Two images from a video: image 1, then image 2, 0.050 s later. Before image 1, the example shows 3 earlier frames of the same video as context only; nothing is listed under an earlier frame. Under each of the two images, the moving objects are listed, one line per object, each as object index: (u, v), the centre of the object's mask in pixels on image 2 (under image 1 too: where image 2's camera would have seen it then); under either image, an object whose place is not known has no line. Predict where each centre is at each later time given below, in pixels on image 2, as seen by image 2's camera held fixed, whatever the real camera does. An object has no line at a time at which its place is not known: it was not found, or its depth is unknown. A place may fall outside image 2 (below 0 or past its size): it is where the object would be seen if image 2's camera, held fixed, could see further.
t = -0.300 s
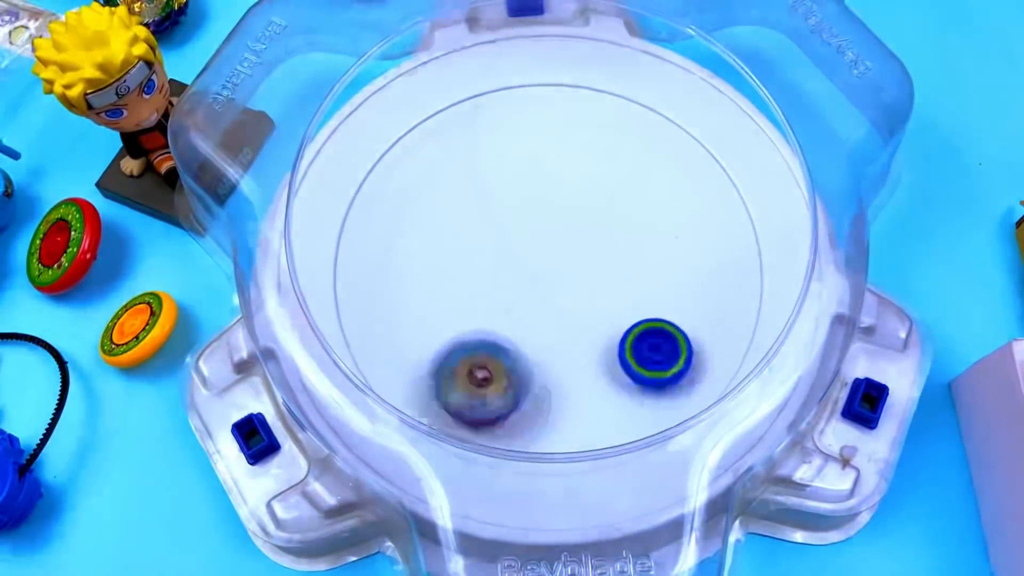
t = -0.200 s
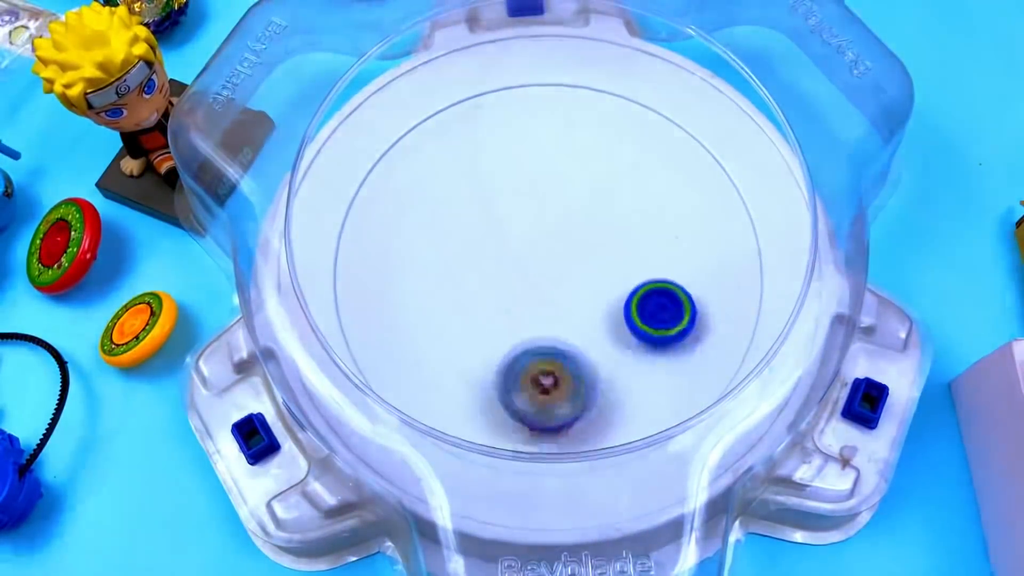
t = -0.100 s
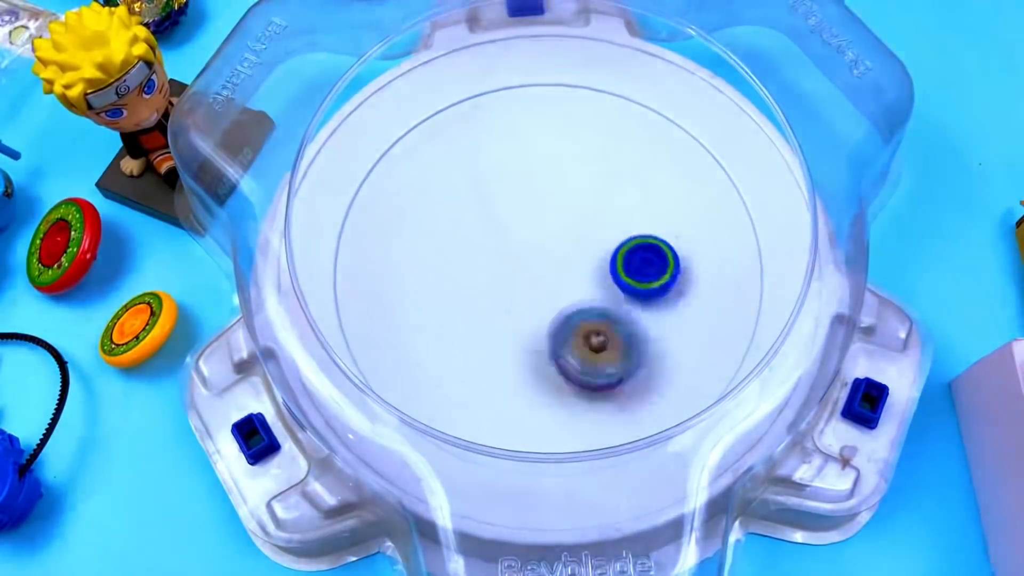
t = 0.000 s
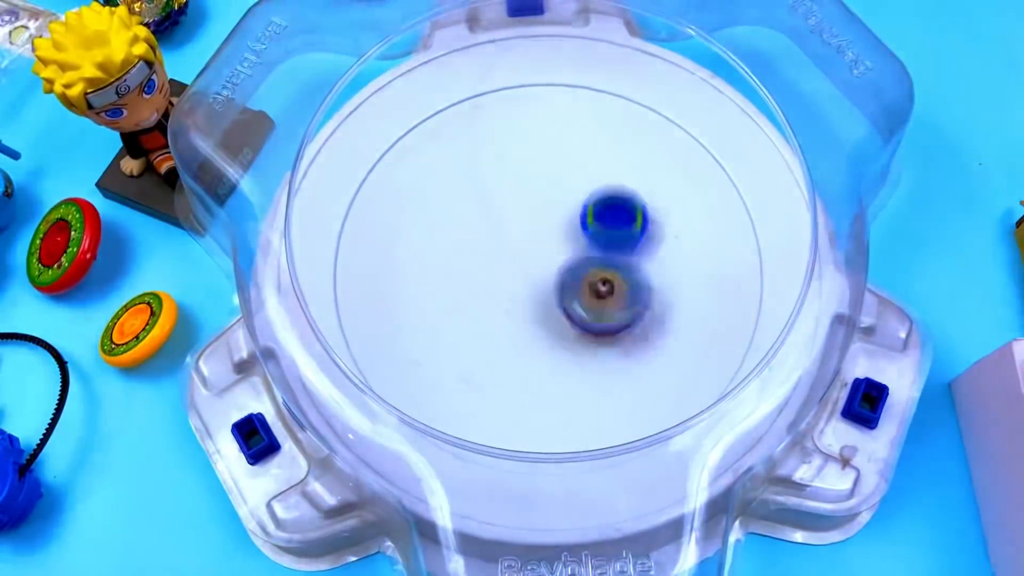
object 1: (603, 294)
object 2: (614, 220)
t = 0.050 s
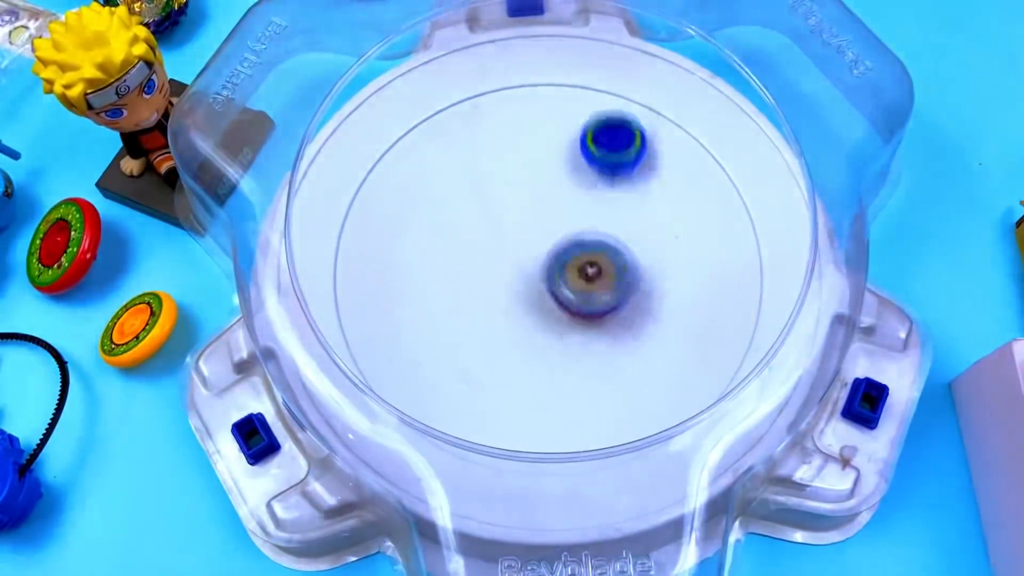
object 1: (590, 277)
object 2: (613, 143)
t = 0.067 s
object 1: (586, 270)
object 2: (612, 122)
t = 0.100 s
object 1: (572, 256)
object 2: (607, 85)
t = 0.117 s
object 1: (565, 249)
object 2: (600, 71)
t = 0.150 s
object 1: (548, 238)
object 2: (583, 58)
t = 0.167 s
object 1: (540, 235)
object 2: (574, 56)
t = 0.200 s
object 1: (522, 228)
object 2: (557, 53)
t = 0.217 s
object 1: (513, 226)
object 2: (548, 55)
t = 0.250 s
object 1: (495, 223)
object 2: (527, 56)
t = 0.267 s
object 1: (486, 223)
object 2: (518, 57)
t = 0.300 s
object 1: (467, 226)
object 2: (496, 61)
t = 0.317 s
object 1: (459, 228)
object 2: (486, 63)
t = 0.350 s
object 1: (445, 237)
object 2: (466, 69)
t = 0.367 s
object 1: (439, 242)
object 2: (457, 73)
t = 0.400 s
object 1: (428, 257)
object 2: (436, 81)
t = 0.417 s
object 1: (425, 265)
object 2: (427, 86)
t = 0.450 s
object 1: (422, 282)
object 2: (409, 99)
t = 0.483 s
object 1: (426, 300)
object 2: (394, 111)
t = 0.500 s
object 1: (431, 308)
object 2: (387, 119)
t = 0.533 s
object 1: (445, 323)
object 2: (376, 135)
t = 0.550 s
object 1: (455, 328)
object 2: (372, 143)
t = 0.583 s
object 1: (474, 335)
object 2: (364, 162)
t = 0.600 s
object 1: (485, 337)
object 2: (362, 172)
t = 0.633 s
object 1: (506, 336)
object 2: (361, 198)
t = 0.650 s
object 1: (516, 333)
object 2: (361, 209)
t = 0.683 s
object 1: (535, 322)
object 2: (364, 235)
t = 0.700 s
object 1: (543, 316)
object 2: (367, 247)
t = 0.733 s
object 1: (555, 303)
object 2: (374, 271)
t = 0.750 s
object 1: (559, 295)
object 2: (380, 281)
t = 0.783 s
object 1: (567, 279)
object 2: (393, 302)
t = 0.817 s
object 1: (571, 263)
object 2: (412, 321)
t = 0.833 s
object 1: (571, 254)
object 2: (422, 330)
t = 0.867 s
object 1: (571, 237)
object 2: (444, 345)
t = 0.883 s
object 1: (570, 228)
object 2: (456, 351)
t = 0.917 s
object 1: (565, 213)
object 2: (477, 358)
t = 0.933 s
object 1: (560, 205)
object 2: (488, 360)
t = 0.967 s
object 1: (551, 192)
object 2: (508, 361)
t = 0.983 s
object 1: (545, 187)
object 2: (518, 359)
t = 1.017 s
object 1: (532, 177)
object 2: (536, 354)
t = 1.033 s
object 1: (523, 174)
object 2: (545, 351)
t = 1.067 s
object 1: (508, 167)
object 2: (560, 343)
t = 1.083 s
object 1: (500, 167)
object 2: (566, 338)
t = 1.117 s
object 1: (483, 168)
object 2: (580, 327)
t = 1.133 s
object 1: (474, 171)
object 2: (587, 322)
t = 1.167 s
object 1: (460, 179)
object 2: (597, 312)
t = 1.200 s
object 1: (450, 192)
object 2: (606, 300)
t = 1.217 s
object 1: (446, 199)
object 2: (609, 295)
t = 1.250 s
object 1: (444, 216)
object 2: (614, 283)
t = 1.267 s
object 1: (446, 225)
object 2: (616, 279)
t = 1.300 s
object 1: (452, 240)
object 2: (618, 268)
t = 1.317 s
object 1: (458, 247)
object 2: (619, 262)
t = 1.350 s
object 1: (473, 262)
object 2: (620, 251)
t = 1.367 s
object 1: (480, 266)
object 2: (619, 245)
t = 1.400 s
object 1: (497, 274)
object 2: (617, 234)
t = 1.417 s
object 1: (507, 276)
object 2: (615, 229)
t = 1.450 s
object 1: (526, 279)
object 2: (610, 220)
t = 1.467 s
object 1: (534, 279)
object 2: (608, 216)
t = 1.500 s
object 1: (553, 275)
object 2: (602, 210)
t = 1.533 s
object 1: (569, 272)
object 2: (596, 204)
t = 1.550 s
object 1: (577, 268)
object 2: (592, 201)
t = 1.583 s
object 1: (589, 260)
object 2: (583, 195)
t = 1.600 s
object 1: (596, 253)
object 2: (577, 192)
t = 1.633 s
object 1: (608, 245)
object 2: (566, 177)
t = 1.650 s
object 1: (614, 240)
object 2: (561, 170)
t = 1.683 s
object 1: (621, 232)
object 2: (552, 162)
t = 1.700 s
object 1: (623, 225)
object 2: (547, 159)
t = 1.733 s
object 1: (625, 212)
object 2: (535, 157)
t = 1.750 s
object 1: (623, 205)
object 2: (530, 158)
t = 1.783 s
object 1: (618, 192)
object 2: (522, 164)
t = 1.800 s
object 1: (614, 186)
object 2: (519, 168)
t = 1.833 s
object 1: (603, 176)
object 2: (512, 176)
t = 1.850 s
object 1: (596, 173)
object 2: (507, 181)
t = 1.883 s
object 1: (581, 171)
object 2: (500, 189)
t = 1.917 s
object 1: (566, 171)
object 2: (493, 199)
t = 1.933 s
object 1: (562, 174)
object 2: (471, 204)
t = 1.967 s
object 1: (553, 178)
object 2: (429, 216)
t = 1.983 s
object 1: (548, 183)
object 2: (411, 222)
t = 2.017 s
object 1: (539, 191)
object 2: (384, 234)
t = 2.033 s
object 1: (534, 199)
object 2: (373, 241)
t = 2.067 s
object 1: (528, 213)
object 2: (360, 259)
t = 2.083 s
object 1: (525, 221)
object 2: (357, 268)
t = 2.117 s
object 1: (523, 236)
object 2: (358, 288)
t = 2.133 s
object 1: (523, 244)
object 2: (362, 297)
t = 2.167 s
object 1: (525, 261)
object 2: (375, 317)
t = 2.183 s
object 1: (528, 269)
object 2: (382, 327)
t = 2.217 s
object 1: (534, 283)
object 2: (397, 343)
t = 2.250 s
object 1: (544, 298)
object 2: (414, 359)
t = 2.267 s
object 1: (548, 304)
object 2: (424, 366)
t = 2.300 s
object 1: (560, 315)
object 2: (446, 379)
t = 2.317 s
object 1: (567, 319)
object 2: (458, 384)
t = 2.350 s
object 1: (584, 327)
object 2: (481, 390)
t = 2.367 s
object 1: (591, 330)
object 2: (494, 393)
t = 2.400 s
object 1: (608, 333)
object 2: (517, 394)
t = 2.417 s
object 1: (616, 333)
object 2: (528, 393)
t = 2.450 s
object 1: (632, 330)
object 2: (549, 389)
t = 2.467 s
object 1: (639, 327)
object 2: (559, 385)
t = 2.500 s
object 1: (651, 318)
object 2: (579, 375)
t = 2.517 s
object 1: (657, 313)
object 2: (588, 369)
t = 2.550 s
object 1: (664, 300)
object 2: (604, 357)
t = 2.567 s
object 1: (669, 289)
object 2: (592, 358)
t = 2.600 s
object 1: (685, 266)
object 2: (540, 372)
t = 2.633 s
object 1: (692, 247)
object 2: (489, 389)
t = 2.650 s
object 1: (693, 238)
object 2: (465, 393)
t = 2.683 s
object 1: (689, 222)
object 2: (428, 391)
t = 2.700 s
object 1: (684, 215)
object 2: (411, 388)
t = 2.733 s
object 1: (674, 201)
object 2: (385, 388)
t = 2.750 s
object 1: (668, 195)
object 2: (382, 381)
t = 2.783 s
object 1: (654, 185)
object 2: (380, 367)
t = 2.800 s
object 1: (646, 181)
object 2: (383, 358)
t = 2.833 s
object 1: (629, 173)
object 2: (387, 349)
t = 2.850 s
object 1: (619, 170)
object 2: (392, 343)
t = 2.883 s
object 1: (600, 168)
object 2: (404, 332)
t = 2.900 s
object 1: (591, 167)
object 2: (412, 329)
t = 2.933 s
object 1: (572, 169)
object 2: (427, 323)
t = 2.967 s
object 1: (553, 172)
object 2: (443, 318)
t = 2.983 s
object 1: (544, 175)
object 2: (451, 316)
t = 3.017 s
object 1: (526, 182)
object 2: (467, 314)
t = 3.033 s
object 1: (519, 185)
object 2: (474, 314)
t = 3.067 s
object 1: (503, 193)
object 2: (490, 314)
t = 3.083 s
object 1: (494, 199)
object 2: (496, 314)
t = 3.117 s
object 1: (480, 209)
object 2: (506, 316)
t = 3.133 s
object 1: (474, 214)
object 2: (510, 317)
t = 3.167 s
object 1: (464, 227)
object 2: (517, 317)
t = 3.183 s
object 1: (461, 234)
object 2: (520, 315)
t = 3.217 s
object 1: (453, 247)
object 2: (524, 313)
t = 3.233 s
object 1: (450, 255)
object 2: (526, 312)
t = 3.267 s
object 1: (445, 270)
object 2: (529, 309)
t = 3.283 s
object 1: (443, 277)
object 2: (529, 307)
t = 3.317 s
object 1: (443, 293)
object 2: (531, 303)
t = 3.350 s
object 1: (444, 309)
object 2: (532, 300)
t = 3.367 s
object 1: (445, 317)
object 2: (532, 299)
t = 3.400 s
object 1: (451, 332)
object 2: (532, 296)
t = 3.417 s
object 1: (456, 339)
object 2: (532, 294)
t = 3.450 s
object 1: (467, 353)
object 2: (532, 291)
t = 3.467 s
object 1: (474, 359)
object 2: (532, 290)
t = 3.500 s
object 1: (488, 369)
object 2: (531, 289)
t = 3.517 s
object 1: (497, 372)
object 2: (531, 288)
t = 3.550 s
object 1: (515, 375)
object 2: (530, 286)
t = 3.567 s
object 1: (525, 375)
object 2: (529, 286)
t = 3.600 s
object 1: (542, 374)
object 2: (528, 285)
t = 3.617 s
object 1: (552, 371)
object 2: (527, 285)
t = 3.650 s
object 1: (568, 364)
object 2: (526, 285)
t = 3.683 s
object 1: (583, 353)
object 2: (524, 284)
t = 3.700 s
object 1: (589, 347)
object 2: (523, 283)
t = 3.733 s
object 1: (599, 334)
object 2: (522, 281)
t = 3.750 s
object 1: (603, 326)
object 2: (521, 280)
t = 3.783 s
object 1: (609, 310)
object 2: (520, 279)
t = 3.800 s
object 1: (611, 302)
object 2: (520, 277)
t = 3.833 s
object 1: (612, 286)
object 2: (519, 276)
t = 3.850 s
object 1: (611, 278)
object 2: (519, 275)
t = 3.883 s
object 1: (607, 264)
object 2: (519, 273)
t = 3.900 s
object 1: (606, 255)
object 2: (519, 272)
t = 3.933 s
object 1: (599, 241)
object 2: (520, 270)
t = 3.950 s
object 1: (594, 234)
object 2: (520, 269)
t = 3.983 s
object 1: (586, 221)
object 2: (520, 266)
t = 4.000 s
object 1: (580, 215)
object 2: (520, 265)
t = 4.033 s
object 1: (569, 205)
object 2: (520, 264)
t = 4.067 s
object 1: (559, 194)
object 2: (515, 265)
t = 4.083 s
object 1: (554, 189)
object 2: (510, 267)
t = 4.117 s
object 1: (541, 180)
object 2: (504, 275)
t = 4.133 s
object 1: (535, 176)
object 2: (502, 278)
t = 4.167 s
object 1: (521, 172)
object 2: (502, 281)
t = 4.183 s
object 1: (515, 169)
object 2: (503, 282)
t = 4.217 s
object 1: (499, 166)
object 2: (507, 281)
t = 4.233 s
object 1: (493, 166)
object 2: (508, 281)
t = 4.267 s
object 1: (477, 168)
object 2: (512, 280)
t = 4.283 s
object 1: (471, 171)
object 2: (513, 281)
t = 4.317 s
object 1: (458, 176)
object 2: (514, 282)
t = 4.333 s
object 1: (451, 181)
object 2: (514, 282)
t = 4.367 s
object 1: (443, 191)
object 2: (516, 281)
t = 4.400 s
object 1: (437, 205)
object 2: (518, 281)
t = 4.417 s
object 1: (435, 211)
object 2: (519, 280)
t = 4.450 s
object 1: (435, 225)
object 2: (522, 278)
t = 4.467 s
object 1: (437, 233)
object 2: (523, 278)
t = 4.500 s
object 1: (442, 247)
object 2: (526, 276)
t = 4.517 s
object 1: (447, 254)
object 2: (528, 276)
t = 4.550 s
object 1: (455, 267)
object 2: (531, 274)
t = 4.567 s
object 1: (456, 271)
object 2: (561, 268)
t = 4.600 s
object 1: (457, 281)
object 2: (622, 261)
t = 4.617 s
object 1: (459, 285)
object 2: (656, 259)
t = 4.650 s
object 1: (466, 297)
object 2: (713, 258)
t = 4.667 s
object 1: (471, 304)
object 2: (737, 253)
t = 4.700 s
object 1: (482, 311)
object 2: (776, 249)
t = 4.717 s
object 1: (490, 315)
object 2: (796, 248)
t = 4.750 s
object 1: (504, 320)
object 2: (815, 239)
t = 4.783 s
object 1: (520, 321)
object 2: (809, 230)
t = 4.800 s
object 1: (527, 321)
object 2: (803, 224)
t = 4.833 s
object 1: (543, 319)
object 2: (784, 212)
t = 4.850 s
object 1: (550, 316)
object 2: (779, 206)
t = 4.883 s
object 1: (564, 310)
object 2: (769, 195)
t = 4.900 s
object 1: (570, 306)
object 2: (761, 189)
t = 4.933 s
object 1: (581, 297)
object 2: (745, 177)
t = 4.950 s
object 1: (586, 292)
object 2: (735, 172)
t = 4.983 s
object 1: (595, 281)
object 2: (714, 164)
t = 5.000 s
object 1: (598, 276)
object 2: (703, 160)
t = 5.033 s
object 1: (602, 263)
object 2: (681, 153)
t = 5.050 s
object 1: (604, 256)
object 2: (671, 151)
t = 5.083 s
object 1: (604, 243)
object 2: (652, 148)
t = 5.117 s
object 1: (602, 231)
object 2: (633, 148)
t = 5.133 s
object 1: (602, 224)
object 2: (625, 148)
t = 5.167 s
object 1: (595, 213)
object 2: (605, 148)
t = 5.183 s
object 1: (591, 209)
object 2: (597, 144)
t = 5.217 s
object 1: (581, 201)
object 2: (581, 133)
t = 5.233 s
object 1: (578, 198)
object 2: (573, 130)
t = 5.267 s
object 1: (564, 194)
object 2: (558, 128)
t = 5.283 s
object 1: (559, 194)
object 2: (550, 129)
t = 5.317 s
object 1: (544, 193)
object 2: (532, 131)
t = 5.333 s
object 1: (538, 197)
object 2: (523, 132)
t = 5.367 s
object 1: (526, 203)
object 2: (503, 118)
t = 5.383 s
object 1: (521, 206)
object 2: (495, 113)
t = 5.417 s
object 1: (511, 215)
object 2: (481, 110)
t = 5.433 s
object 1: (507, 220)
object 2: (476, 112)
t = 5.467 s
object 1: (500, 231)
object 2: (465, 119)
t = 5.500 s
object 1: (497, 241)
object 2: (453, 128)
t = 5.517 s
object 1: (496, 247)
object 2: (447, 134)
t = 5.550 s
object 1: (495, 259)
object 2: (440, 146)
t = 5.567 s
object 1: (497, 265)
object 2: (436, 154)
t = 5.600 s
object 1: (501, 277)
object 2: (430, 167)
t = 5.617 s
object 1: (503, 283)
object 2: (428, 175)
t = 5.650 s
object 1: (510, 294)
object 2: (429, 189)
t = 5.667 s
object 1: (514, 299)
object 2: (430, 197)
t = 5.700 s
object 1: (522, 307)
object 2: (433, 213)
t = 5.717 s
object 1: (528, 311)
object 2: (436, 220)
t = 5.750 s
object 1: (540, 316)
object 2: (442, 232)
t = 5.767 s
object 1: (546, 318)
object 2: (446, 237)
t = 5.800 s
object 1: (558, 320)
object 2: (454, 246)
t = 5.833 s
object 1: (571, 317)
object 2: (462, 252)
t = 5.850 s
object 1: (577, 315)
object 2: (467, 253)
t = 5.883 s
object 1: (588, 310)
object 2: (478, 259)
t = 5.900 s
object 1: (594, 307)
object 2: (483, 260)
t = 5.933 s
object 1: (602, 300)
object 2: (494, 265)
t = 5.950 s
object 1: (604, 296)
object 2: (498, 267)
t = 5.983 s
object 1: (608, 286)
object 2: (506, 269)
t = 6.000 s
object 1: (609, 281)
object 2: (510, 269)
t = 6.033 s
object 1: (608, 270)
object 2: (520, 271)
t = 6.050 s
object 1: (606, 266)
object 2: (524, 271)
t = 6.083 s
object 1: (605, 255)
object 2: (517, 266)
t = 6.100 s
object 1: (608, 249)
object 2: (502, 261)
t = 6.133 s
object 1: (608, 240)
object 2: (471, 256)
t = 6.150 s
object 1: (607, 236)
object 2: (457, 257)
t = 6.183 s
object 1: (603, 227)
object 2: (437, 253)
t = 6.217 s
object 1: (597, 219)
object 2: (423, 256)
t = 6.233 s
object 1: (593, 216)
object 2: (418, 256)
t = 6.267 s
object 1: (582, 211)
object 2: (412, 263)
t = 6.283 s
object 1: (577, 208)
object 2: (412, 265)
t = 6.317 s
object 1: (566, 208)
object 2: (413, 275)
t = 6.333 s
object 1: (560, 208)
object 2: (415, 281)
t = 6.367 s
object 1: (547, 211)
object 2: (423, 290)
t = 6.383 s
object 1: (541, 212)
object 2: (428, 291)
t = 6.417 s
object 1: (531, 216)
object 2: (438, 297)
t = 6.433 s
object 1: (526, 221)
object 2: (443, 299)
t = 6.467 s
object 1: (517, 229)
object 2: (454, 305)
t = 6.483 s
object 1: (513, 232)
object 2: (460, 309)
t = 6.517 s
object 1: (507, 241)
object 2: (473, 318)
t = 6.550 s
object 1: (505, 247)
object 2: (472, 344)
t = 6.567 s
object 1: (506, 246)
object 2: (461, 373)
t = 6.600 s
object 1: (508, 250)
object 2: (445, 424)
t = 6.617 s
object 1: (509, 251)
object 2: (440, 442)
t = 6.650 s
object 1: (512, 255)
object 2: (450, 441)
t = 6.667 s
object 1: (514, 257)
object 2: (456, 443)
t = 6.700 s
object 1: (518, 262)
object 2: (468, 450)
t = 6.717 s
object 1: (520, 264)
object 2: (481, 441)
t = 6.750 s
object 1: (525, 267)
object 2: (506, 423)
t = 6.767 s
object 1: (528, 267)
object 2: (517, 414)
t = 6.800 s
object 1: (532, 269)
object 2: (537, 395)
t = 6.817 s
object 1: (535, 269)
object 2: (547, 385)
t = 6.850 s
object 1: (539, 269)
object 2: (561, 365)
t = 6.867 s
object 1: (542, 269)
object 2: (568, 356)
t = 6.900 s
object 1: (547, 269)
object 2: (581, 340)
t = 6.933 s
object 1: (549, 263)
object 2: (601, 348)
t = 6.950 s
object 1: (550, 260)
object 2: (607, 352)
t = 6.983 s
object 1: (550, 253)
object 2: (617, 356)
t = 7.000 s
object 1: (551, 252)
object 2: (622, 356)
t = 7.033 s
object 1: (550, 245)
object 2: (630, 355)
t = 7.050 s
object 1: (549, 242)
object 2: (632, 354)
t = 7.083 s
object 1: (547, 239)
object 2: (635, 350)
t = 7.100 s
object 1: (547, 236)
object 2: (635, 348)
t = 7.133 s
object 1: (544, 233)
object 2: (633, 343)
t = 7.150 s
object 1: (542, 232)
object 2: (631, 340)
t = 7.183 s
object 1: (538, 230)
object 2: (626, 336)
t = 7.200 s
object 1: (536, 230)
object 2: (624, 334)
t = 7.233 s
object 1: (531, 230)
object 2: (618, 329)
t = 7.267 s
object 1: (528, 231)
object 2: (612, 325)
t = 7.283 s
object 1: (526, 231)
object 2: (609, 323)
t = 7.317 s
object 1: (523, 234)
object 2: (602, 321)
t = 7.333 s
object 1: (521, 235)
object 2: (599, 320)
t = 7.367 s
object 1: (520, 239)
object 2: (592, 318)
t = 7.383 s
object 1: (519, 241)
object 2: (589, 318)
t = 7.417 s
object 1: (520, 246)
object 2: (584, 317)
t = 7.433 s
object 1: (520, 247)
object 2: (581, 316)
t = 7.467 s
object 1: (522, 252)
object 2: (575, 315)
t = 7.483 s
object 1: (522, 255)
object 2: (572, 315)
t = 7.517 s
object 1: (523, 255)
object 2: (578, 329)
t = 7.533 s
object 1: (523, 253)
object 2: (581, 336)
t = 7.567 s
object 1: (523, 253)
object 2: (582, 348)
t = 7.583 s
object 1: (523, 252)
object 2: (581, 351)
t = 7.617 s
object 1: (522, 253)
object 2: (577, 359)
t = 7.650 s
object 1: (523, 252)
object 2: (571, 363)
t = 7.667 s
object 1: (523, 252)
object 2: (568, 365)
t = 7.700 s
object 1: (524, 252)
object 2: (563, 362)
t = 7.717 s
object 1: (525, 253)
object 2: (561, 359)
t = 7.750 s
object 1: (525, 253)
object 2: (555, 353)
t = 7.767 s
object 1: (527, 255)
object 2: (552, 350)
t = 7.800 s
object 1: (528, 255)
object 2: (546, 344)
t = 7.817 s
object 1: (529, 255)
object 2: (544, 341)
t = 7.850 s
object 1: (531, 255)
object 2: (538, 335)
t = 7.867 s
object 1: (532, 254)
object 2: (536, 333)
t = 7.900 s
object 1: (536, 250)
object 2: (530, 349)
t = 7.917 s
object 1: (537, 246)
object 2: (525, 360)
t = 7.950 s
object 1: (538, 238)
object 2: (518, 380)
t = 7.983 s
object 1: (537, 232)
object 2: (509, 397)
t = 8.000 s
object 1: (537, 229)
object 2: (507, 398)
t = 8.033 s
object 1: (535, 225)
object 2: (503, 403)
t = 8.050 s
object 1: (534, 221)
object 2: (503, 401)
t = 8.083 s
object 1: (529, 218)
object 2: (505, 397)
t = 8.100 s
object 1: (528, 215)
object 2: (506, 395)
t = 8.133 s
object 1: (522, 214)
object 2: (510, 389)
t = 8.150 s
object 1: (519, 213)
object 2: (511, 384)
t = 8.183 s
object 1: (514, 214)
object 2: (513, 373)
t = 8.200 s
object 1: (512, 215)
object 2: (514, 368)
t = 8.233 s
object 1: (509, 219)
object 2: (516, 358)
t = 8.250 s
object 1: (507, 221)
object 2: (517, 353)
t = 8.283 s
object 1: (507, 226)
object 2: (518, 345)
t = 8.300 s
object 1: (507, 229)
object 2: (518, 341)
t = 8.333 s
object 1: (510, 236)
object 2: (518, 333)
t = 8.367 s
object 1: (514, 243)
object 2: (516, 327)
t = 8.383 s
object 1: (516, 245)
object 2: (515, 324)
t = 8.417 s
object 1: (525, 241)
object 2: (503, 355)
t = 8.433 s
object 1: (529, 238)
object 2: (495, 379)
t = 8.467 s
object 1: (536, 234)
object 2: (482, 409)
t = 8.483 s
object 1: (538, 231)
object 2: (474, 427)
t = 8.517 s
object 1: (542, 228)
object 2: (466, 446)
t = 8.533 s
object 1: (544, 224)
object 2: (472, 439)
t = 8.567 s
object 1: (548, 220)
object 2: (483, 433)
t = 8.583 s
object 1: (548, 218)
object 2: (491, 426)
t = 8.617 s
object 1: (550, 215)
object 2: (511, 414)
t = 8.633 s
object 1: (550, 214)
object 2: (523, 407)
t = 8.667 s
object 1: (551, 212)
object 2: (543, 392)
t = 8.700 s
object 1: (551, 211)
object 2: (558, 374)
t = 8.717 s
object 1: (551, 211)
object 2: (564, 365)
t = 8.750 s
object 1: (550, 212)
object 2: (573, 348)
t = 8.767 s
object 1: (551, 213)
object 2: (575, 339)
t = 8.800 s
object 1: (550, 214)
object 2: (578, 323)
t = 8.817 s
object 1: (550, 216)
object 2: (578, 314)
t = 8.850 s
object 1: (551, 219)
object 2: (576, 297)
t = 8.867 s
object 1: (551, 218)
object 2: (579, 305)
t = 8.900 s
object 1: (549, 215)
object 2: (587, 329)
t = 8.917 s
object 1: (549, 215)
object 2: (590, 338)
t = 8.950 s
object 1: (546, 215)
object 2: (594, 354)
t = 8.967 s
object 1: (545, 217)
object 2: (595, 359)
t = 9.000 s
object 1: (543, 219)
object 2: (597, 364)
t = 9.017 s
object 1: (542, 221)
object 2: (598, 364)
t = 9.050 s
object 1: (542, 224)
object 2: (601, 360)
